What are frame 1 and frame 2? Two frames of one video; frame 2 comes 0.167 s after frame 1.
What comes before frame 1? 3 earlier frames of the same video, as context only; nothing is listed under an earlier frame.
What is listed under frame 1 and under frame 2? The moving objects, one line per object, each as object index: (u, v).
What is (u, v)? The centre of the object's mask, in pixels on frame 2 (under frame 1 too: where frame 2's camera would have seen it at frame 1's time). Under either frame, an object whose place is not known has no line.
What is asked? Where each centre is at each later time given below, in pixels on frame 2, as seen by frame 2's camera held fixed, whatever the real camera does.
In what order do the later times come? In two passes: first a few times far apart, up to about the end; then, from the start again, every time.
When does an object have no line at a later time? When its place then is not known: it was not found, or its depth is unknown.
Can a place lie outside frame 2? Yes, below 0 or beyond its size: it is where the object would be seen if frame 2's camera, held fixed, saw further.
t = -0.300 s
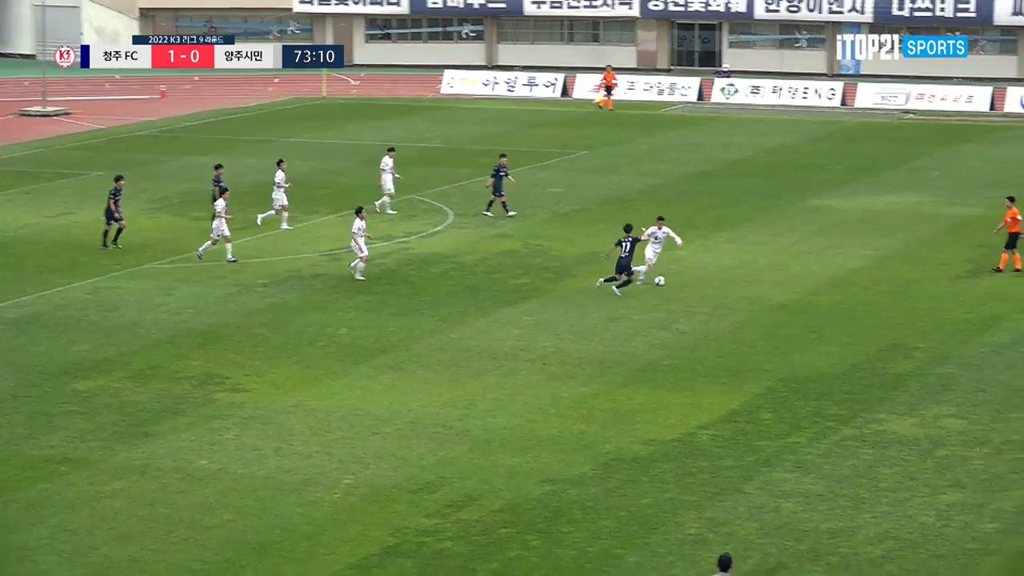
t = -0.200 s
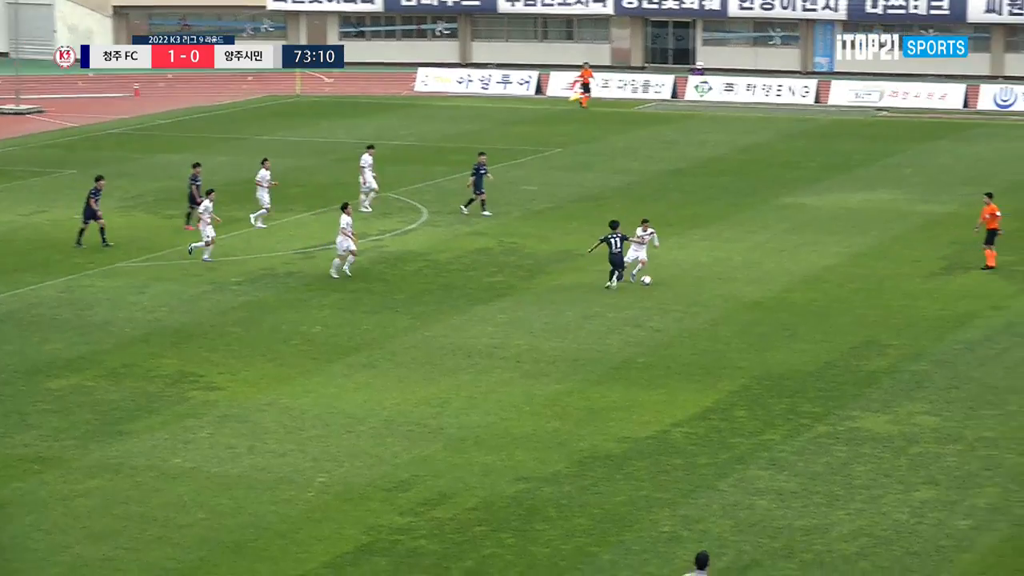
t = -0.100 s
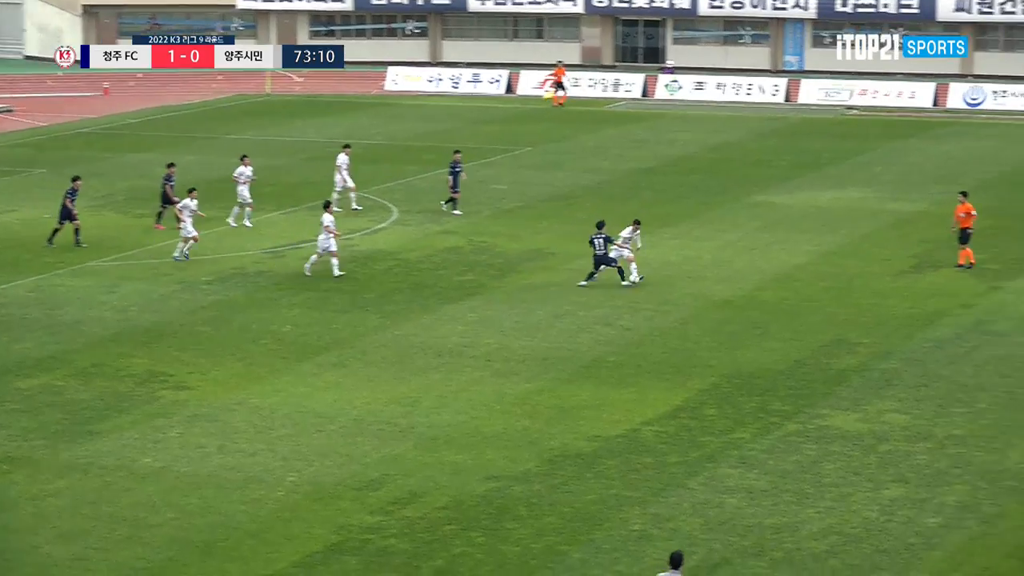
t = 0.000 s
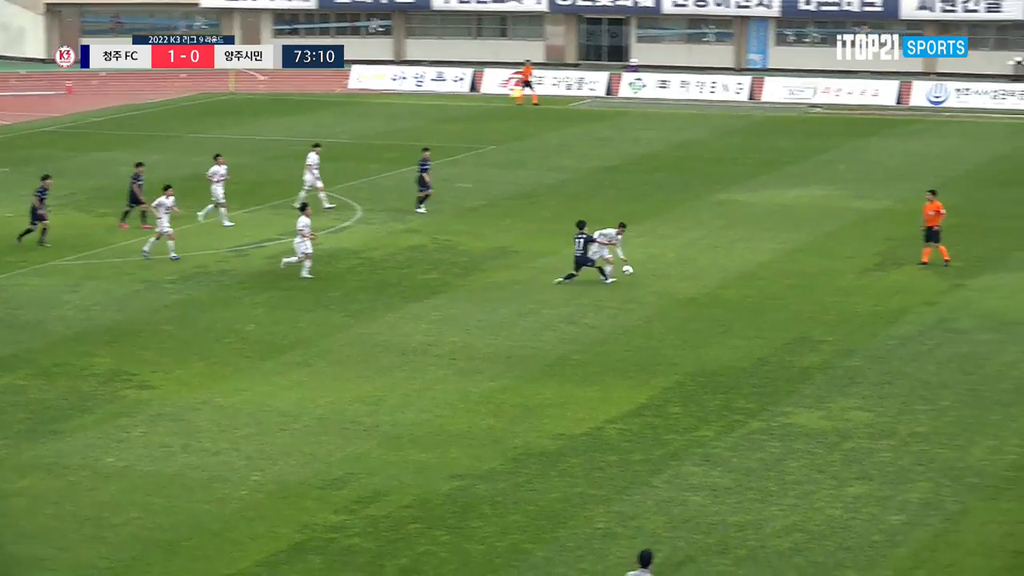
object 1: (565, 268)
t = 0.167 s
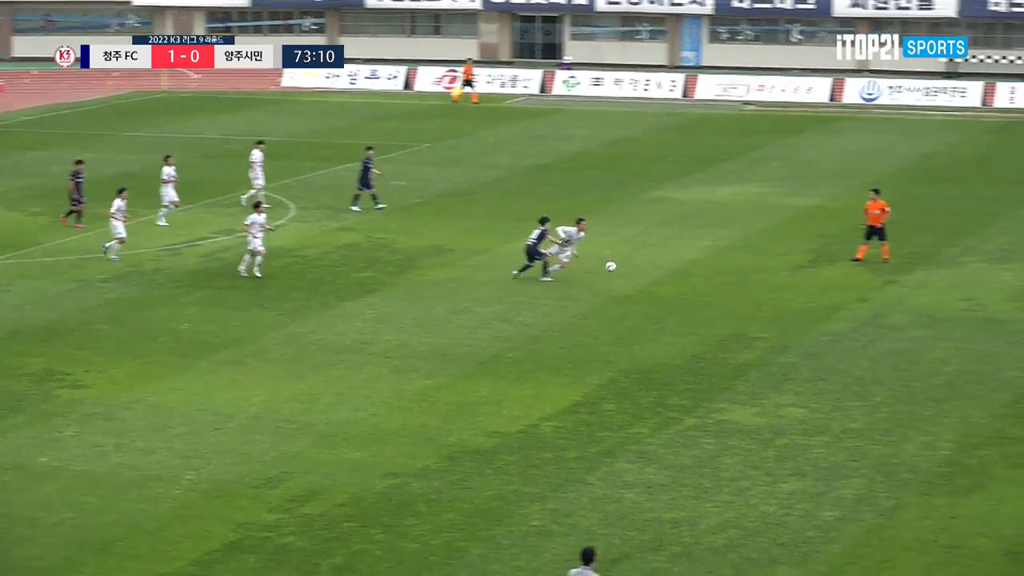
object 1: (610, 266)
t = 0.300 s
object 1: (647, 273)
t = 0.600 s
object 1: (714, 292)
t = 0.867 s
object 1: (760, 303)
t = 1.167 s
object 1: (809, 315)
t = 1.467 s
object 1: (854, 324)
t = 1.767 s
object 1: (898, 332)
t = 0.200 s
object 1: (619, 267)
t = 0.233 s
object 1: (629, 268)
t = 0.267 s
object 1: (638, 271)
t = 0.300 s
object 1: (647, 273)
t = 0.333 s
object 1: (655, 276)
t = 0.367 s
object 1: (664, 280)
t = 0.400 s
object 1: (673, 284)
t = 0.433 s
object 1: (682, 288)
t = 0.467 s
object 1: (689, 295)
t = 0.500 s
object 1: (697, 297)
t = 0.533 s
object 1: (702, 294)
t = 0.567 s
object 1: (708, 292)
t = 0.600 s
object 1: (714, 292)
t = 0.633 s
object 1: (719, 291)
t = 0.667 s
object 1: (726, 291)
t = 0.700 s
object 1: (731, 291)
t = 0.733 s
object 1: (738, 293)
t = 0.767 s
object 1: (743, 294)
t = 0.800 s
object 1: (749, 297)
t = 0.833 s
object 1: (754, 300)
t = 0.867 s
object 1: (760, 303)
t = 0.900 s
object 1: (766, 307)
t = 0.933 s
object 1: (772, 308)
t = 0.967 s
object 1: (777, 308)
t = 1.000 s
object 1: (782, 308)
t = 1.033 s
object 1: (788, 309)
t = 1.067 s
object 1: (793, 310)
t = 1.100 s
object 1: (799, 312)
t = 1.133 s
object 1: (804, 314)
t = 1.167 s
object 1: (809, 315)
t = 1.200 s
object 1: (814, 315)
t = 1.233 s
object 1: (820, 316)
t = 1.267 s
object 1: (825, 317)
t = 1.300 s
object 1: (829, 318)
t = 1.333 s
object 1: (835, 320)
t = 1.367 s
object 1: (839, 320)
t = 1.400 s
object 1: (844, 321)
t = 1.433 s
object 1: (849, 322)
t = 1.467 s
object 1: (854, 324)
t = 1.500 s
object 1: (859, 324)
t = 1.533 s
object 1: (864, 325)
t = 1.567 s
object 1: (869, 326)
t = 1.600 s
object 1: (874, 327)
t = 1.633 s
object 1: (880, 329)
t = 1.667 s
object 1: (884, 329)
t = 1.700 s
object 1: (889, 330)
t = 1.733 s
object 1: (894, 331)
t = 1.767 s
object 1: (898, 332)
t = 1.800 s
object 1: (903, 334)
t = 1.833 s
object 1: (907, 335)
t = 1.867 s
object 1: (912, 336)
